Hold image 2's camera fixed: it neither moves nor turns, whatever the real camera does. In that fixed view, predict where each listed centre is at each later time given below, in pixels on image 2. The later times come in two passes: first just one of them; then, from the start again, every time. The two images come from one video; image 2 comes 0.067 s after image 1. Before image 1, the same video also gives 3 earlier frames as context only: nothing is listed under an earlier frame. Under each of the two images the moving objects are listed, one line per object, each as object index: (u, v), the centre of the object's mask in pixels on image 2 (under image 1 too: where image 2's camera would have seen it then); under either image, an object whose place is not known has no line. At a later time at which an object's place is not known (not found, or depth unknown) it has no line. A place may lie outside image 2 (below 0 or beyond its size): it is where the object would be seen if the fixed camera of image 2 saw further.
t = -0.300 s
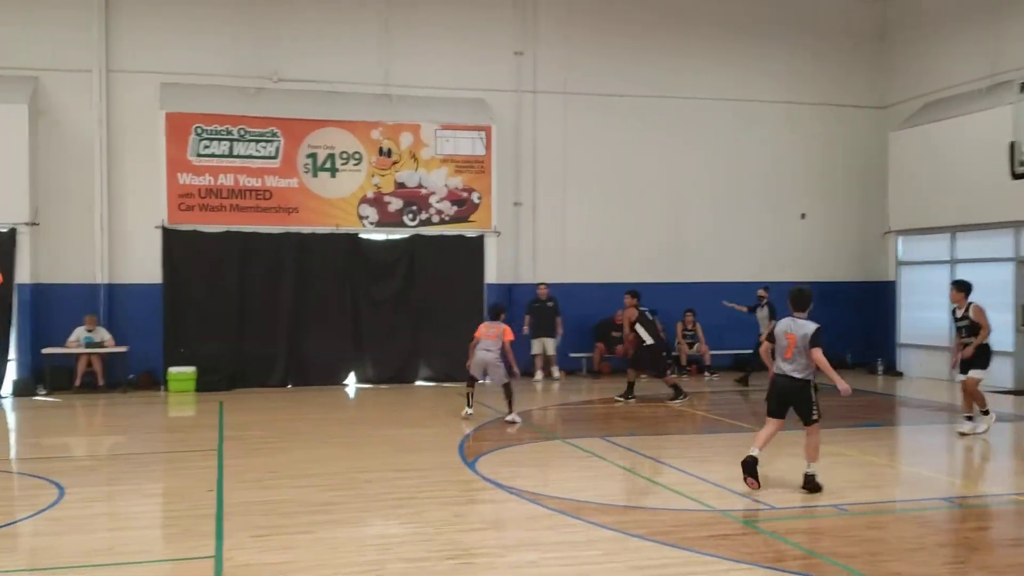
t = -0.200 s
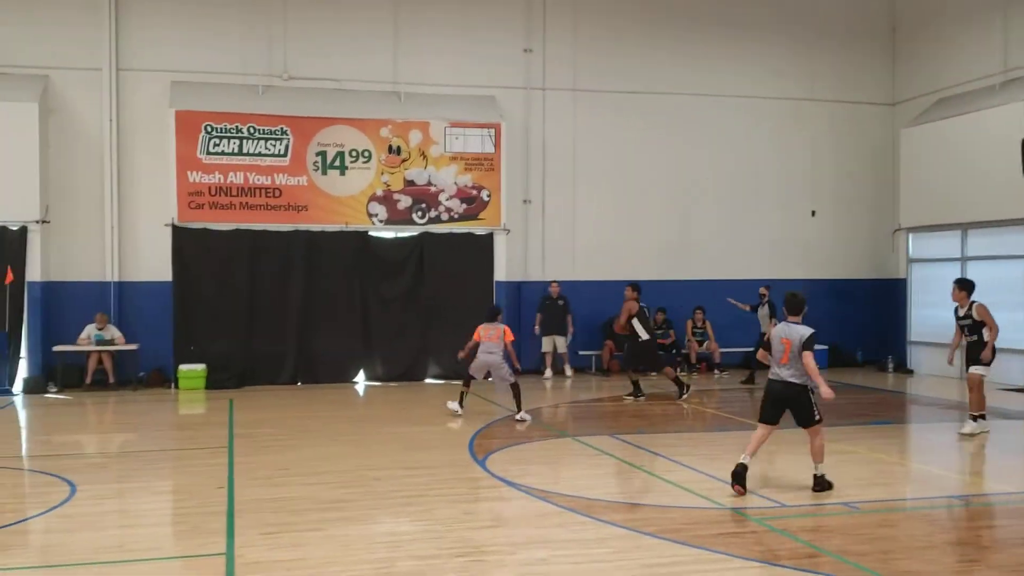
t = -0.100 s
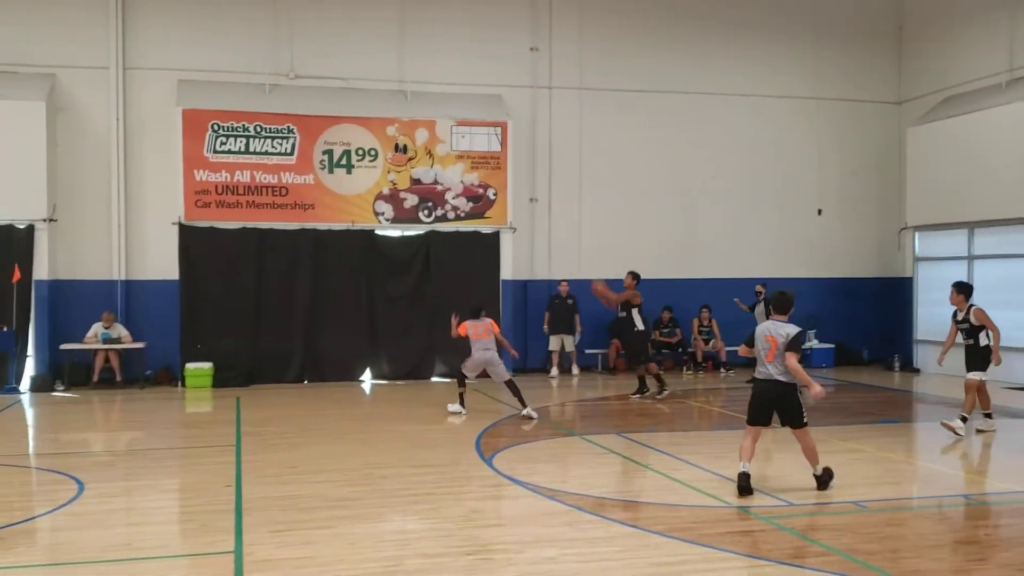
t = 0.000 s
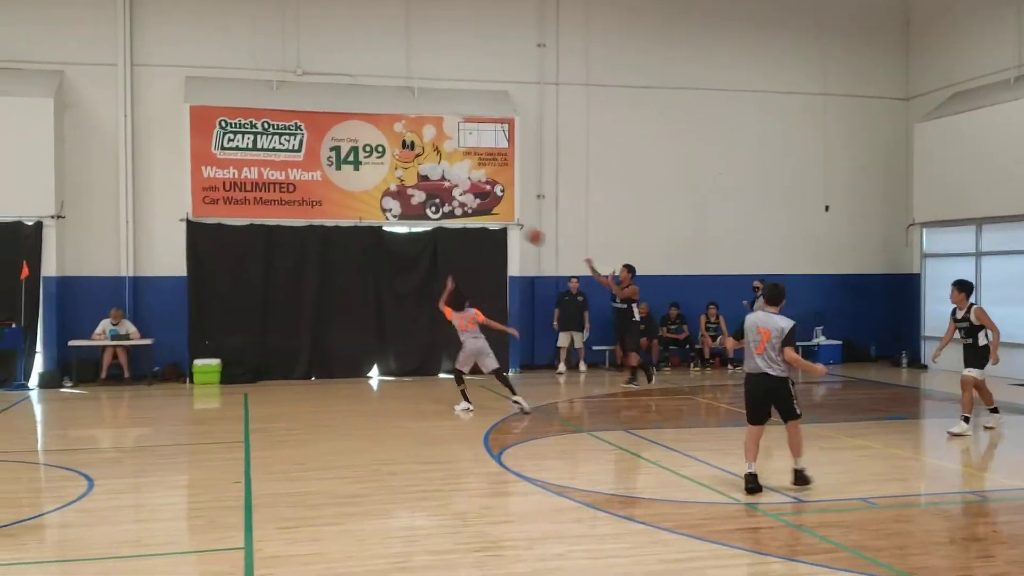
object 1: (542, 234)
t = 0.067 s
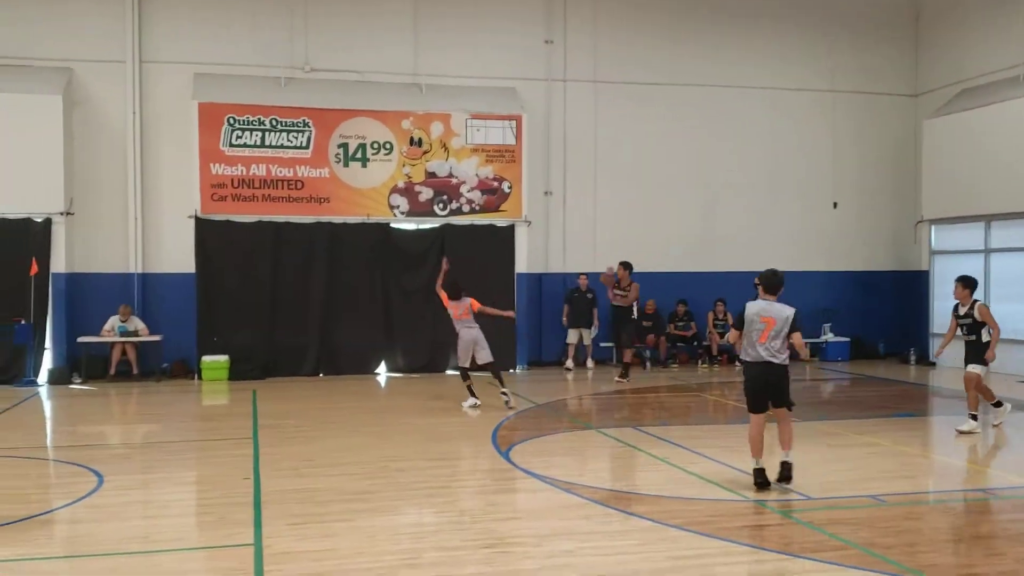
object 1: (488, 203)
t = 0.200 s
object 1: (378, 147)
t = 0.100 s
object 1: (466, 187)
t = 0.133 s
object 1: (432, 171)
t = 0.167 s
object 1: (407, 160)
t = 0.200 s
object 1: (378, 147)
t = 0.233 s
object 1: (350, 134)
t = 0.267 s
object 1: (321, 122)
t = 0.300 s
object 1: (292, 110)
